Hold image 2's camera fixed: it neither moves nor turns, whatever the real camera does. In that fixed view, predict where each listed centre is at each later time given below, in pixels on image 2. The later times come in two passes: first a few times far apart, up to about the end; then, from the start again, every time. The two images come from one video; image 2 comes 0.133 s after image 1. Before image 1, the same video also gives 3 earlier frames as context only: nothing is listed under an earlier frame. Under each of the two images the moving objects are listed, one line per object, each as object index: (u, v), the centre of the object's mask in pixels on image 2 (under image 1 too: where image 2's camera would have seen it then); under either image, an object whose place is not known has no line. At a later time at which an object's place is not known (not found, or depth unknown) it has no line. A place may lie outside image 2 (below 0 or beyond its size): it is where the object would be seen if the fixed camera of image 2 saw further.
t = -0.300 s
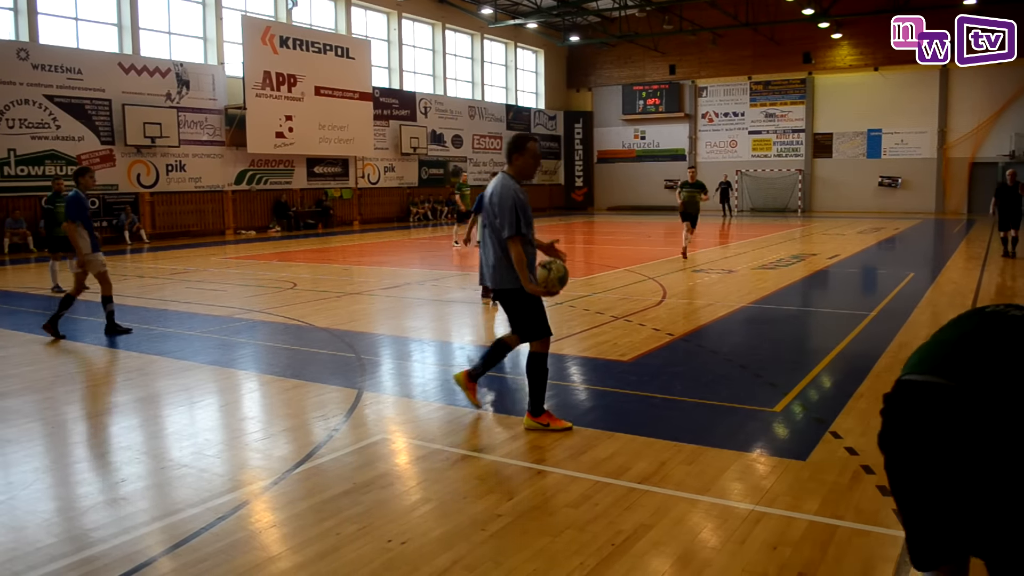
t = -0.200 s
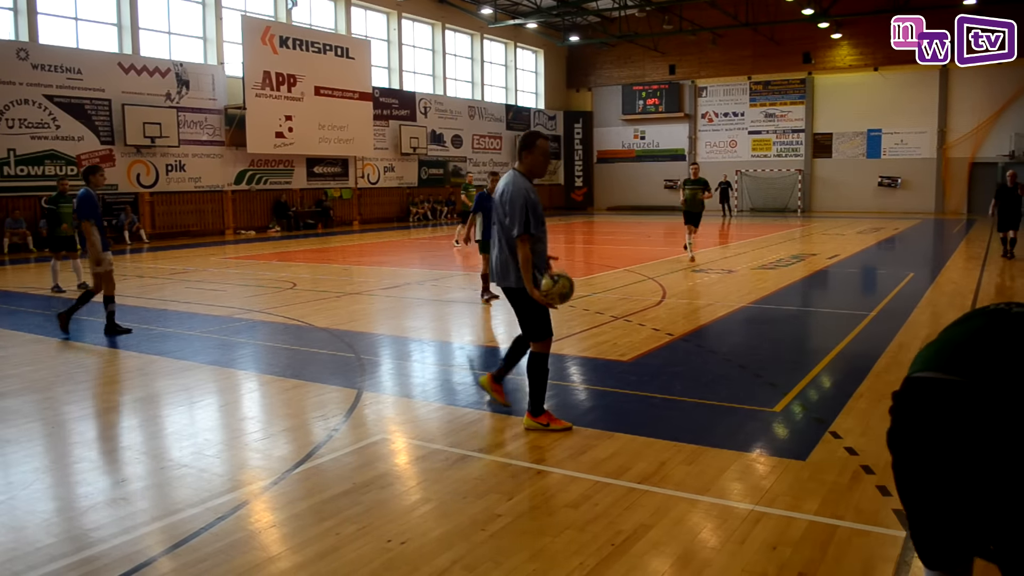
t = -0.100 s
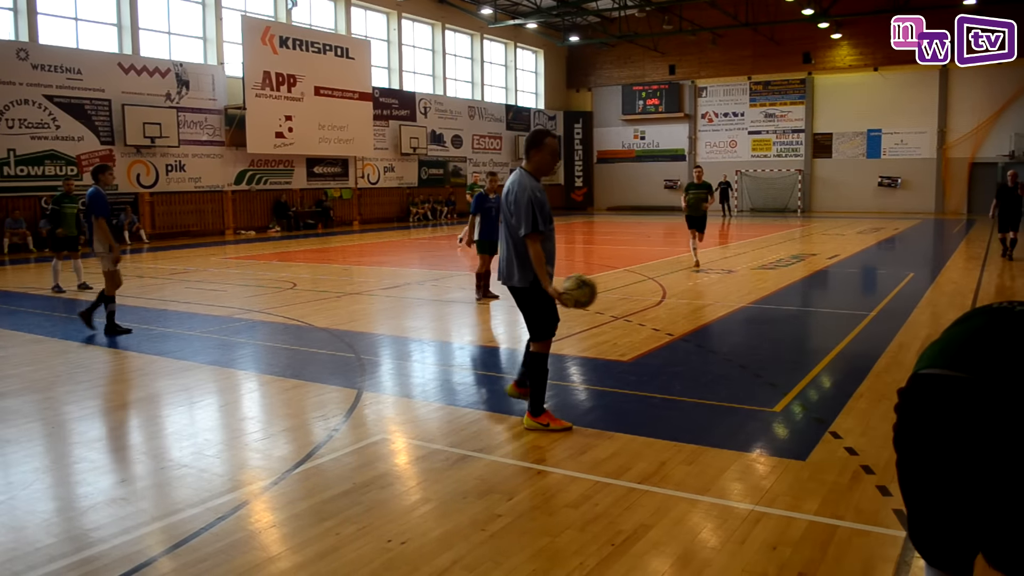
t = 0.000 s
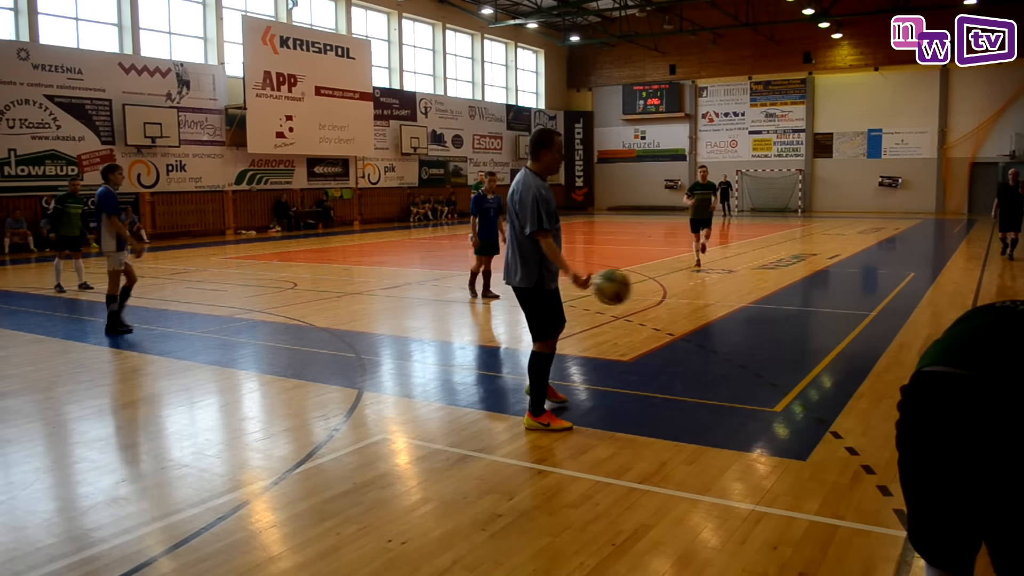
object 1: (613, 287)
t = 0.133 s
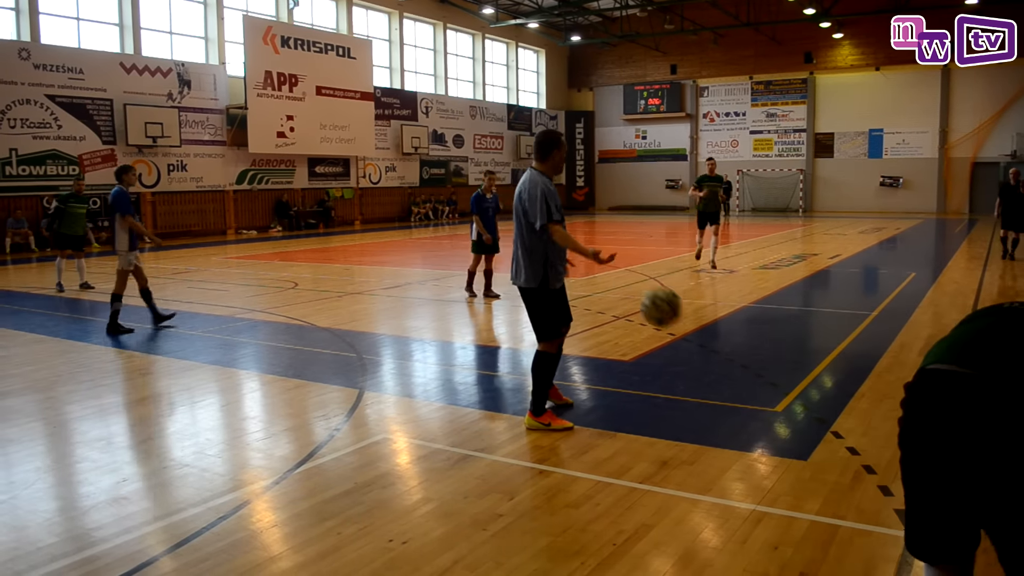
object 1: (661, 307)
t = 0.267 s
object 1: (714, 365)
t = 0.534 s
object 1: (836, 483)
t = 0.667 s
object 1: (898, 483)
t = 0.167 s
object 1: (674, 318)
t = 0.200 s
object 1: (686, 331)
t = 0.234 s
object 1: (700, 347)
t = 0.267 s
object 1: (714, 365)
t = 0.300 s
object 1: (727, 386)
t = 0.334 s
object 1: (743, 411)
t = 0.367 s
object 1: (759, 437)
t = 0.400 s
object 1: (774, 470)
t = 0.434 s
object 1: (791, 506)
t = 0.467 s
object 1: (807, 496)
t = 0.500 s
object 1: (820, 489)
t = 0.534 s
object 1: (836, 483)
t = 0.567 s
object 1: (851, 480)
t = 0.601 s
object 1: (867, 479)
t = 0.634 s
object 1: (882, 480)
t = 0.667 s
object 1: (898, 483)
